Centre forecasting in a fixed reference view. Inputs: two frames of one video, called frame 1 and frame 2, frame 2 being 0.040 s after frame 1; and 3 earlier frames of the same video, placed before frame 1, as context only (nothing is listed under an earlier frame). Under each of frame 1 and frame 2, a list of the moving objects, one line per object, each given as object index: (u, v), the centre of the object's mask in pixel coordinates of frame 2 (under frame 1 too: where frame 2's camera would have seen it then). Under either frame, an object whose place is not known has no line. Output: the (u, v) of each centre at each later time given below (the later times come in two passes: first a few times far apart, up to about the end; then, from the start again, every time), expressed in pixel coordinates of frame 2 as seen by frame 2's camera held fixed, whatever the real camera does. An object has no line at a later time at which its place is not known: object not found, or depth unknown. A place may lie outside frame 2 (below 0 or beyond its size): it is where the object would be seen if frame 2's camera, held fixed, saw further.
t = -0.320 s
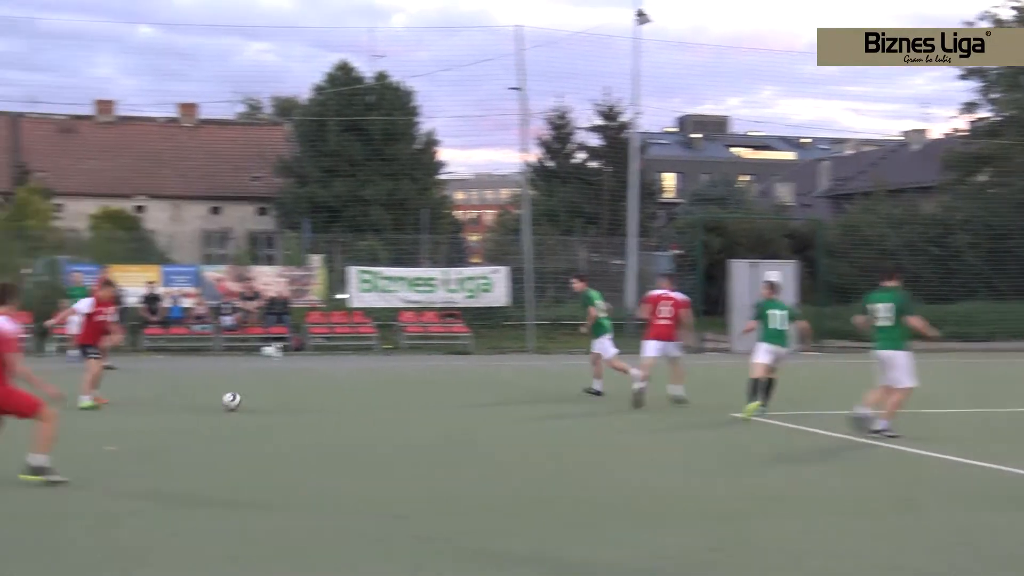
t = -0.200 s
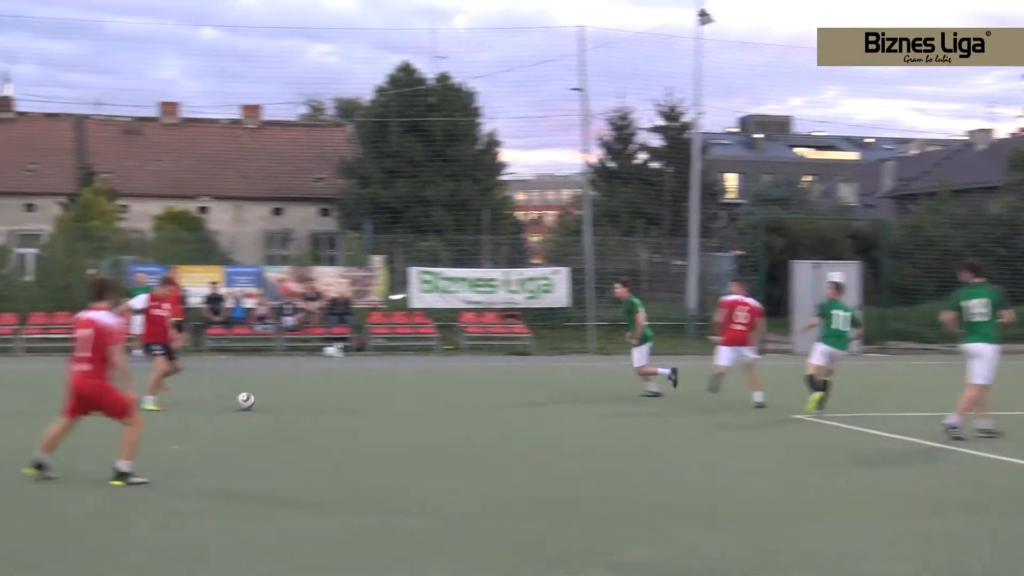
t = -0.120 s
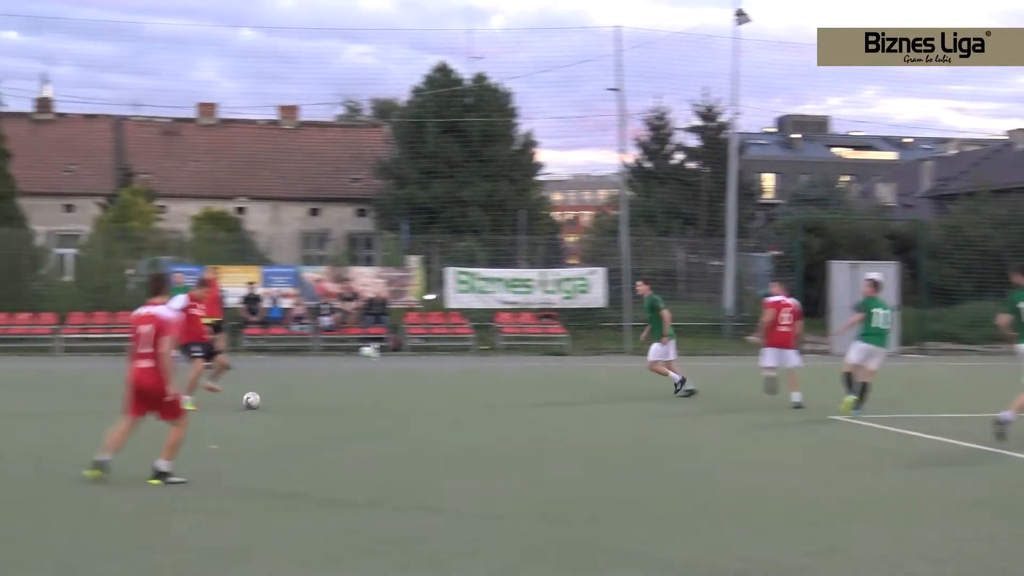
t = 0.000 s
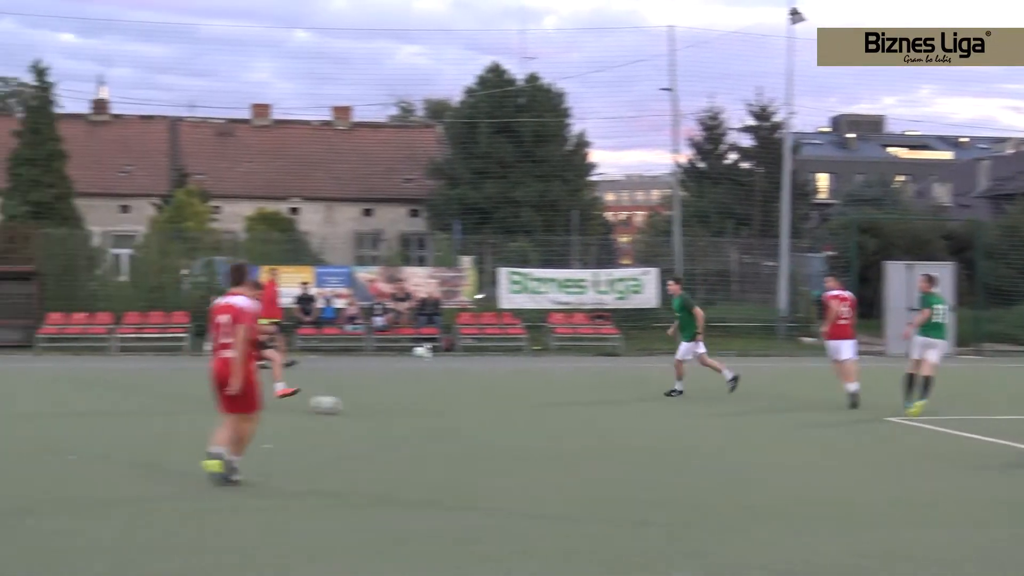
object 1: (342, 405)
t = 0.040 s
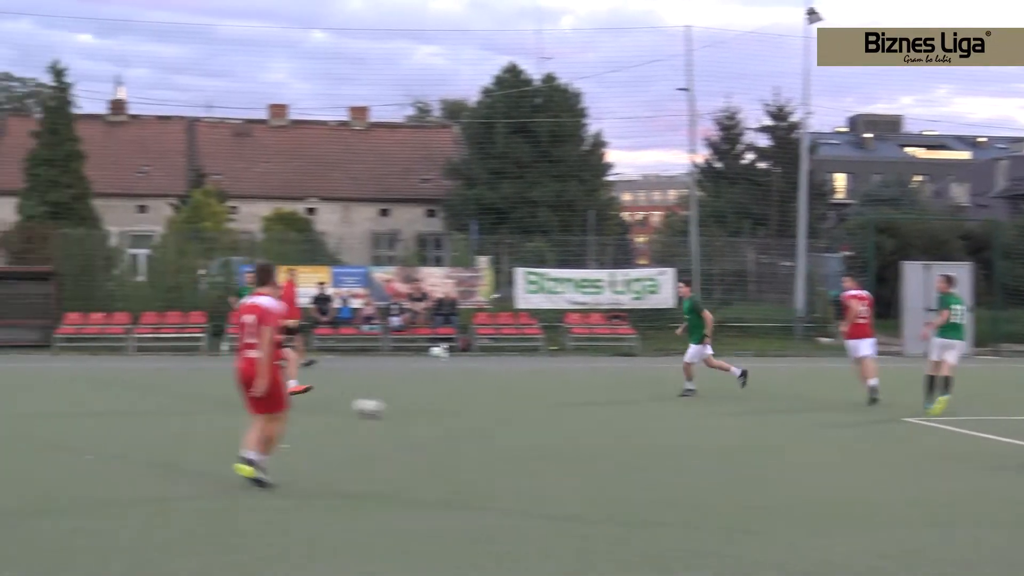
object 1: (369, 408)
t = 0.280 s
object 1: (546, 433)
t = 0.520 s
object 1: (753, 462)
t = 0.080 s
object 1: (396, 413)
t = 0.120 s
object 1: (423, 417)
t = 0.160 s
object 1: (452, 419)
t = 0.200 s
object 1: (483, 423)
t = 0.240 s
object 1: (514, 429)
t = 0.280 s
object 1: (546, 433)
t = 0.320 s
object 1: (578, 436)
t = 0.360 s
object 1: (611, 440)
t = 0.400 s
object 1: (644, 447)
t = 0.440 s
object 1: (680, 451)
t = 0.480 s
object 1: (716, 457)
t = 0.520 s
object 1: (753, 462)
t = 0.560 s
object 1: (790, 464)
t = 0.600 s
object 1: (831, 471)
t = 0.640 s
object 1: (876, 481)
